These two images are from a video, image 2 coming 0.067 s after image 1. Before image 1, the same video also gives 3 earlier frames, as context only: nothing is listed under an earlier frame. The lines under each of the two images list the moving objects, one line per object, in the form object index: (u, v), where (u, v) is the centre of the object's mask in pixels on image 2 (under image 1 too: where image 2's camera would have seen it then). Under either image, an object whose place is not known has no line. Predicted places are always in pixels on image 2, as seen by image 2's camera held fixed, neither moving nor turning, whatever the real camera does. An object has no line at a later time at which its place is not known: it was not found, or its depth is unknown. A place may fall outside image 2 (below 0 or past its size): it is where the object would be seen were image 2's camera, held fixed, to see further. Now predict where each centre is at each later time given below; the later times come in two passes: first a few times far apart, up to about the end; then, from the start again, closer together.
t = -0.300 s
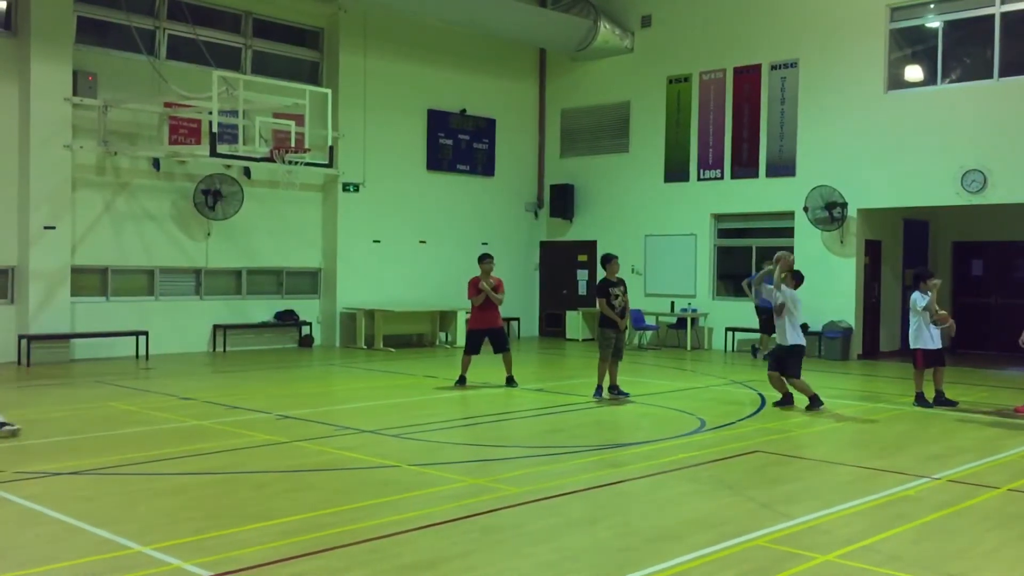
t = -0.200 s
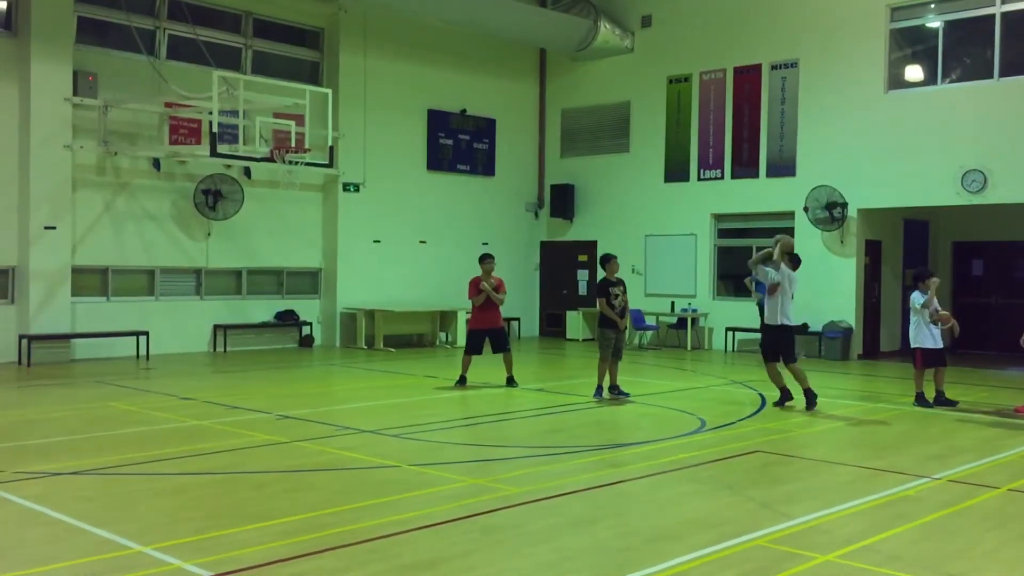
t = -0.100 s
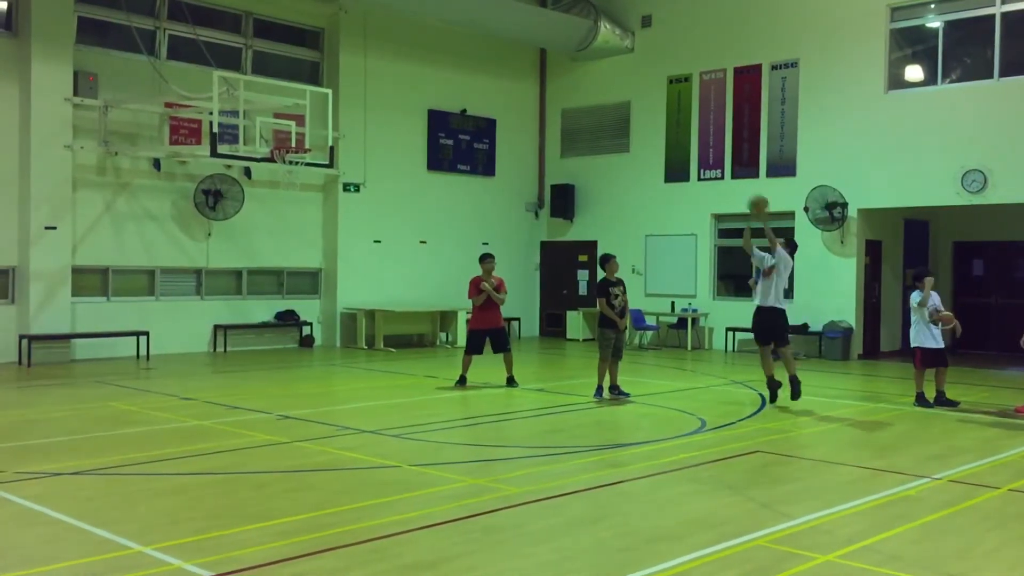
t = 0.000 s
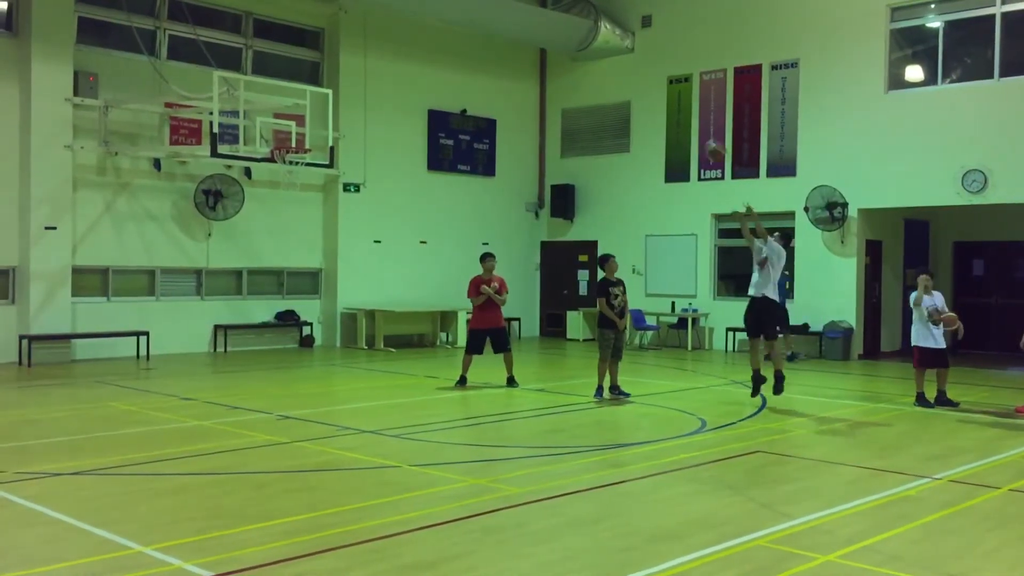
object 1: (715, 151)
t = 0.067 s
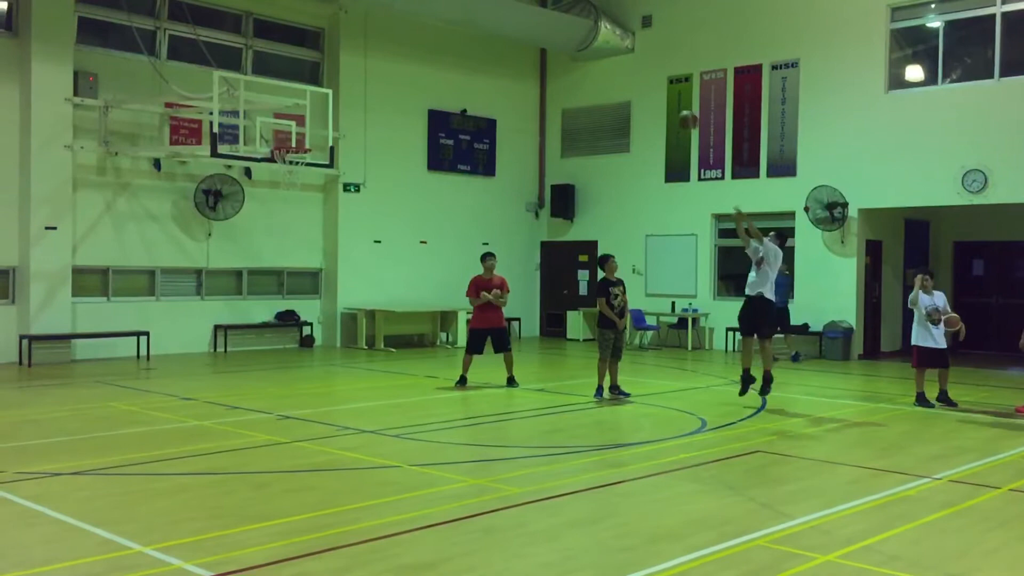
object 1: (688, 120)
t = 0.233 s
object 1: (618, 64)
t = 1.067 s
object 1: (322, 121)
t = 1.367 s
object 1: (272, 180)
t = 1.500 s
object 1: (265, 206)
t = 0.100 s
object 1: (674, 108)
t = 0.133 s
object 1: (659, 95)
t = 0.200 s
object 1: (633, 73)
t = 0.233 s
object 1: (618, 64)
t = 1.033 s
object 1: (332, 110)
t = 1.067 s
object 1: (322, 121)
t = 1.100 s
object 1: (311, 134)
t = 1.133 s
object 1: (299, 146)
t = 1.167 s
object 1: (290, 155)
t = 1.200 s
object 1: (284, 162)
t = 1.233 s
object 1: (281, 165)
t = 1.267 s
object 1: (278, 169)
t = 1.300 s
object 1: (276, 171)
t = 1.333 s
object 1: (274, 174)
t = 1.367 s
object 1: (272, 180)
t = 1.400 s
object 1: (270, 185)
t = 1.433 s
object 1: (268, 191)
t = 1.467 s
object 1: (267, 199)
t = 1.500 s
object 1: (265, 206)
